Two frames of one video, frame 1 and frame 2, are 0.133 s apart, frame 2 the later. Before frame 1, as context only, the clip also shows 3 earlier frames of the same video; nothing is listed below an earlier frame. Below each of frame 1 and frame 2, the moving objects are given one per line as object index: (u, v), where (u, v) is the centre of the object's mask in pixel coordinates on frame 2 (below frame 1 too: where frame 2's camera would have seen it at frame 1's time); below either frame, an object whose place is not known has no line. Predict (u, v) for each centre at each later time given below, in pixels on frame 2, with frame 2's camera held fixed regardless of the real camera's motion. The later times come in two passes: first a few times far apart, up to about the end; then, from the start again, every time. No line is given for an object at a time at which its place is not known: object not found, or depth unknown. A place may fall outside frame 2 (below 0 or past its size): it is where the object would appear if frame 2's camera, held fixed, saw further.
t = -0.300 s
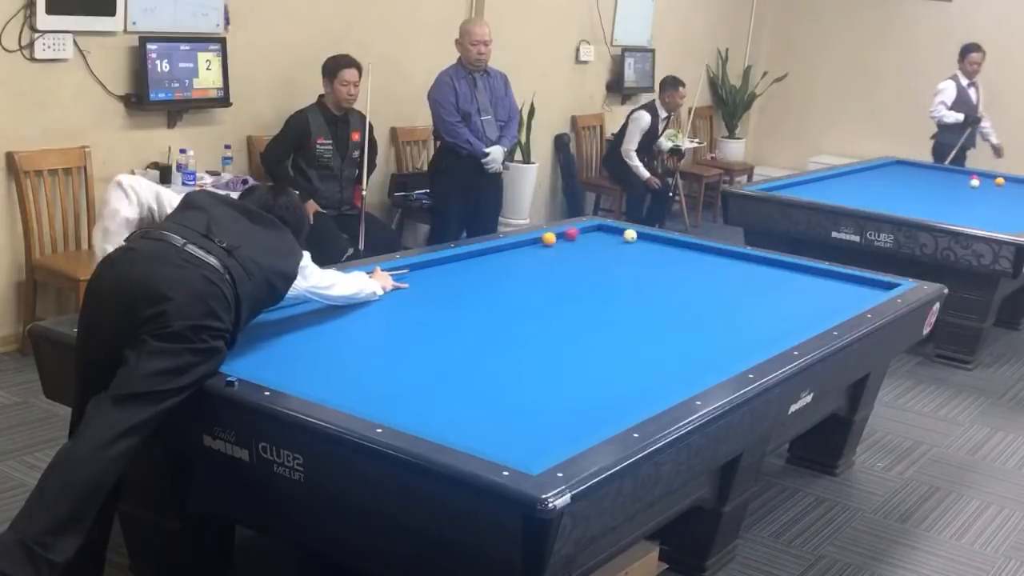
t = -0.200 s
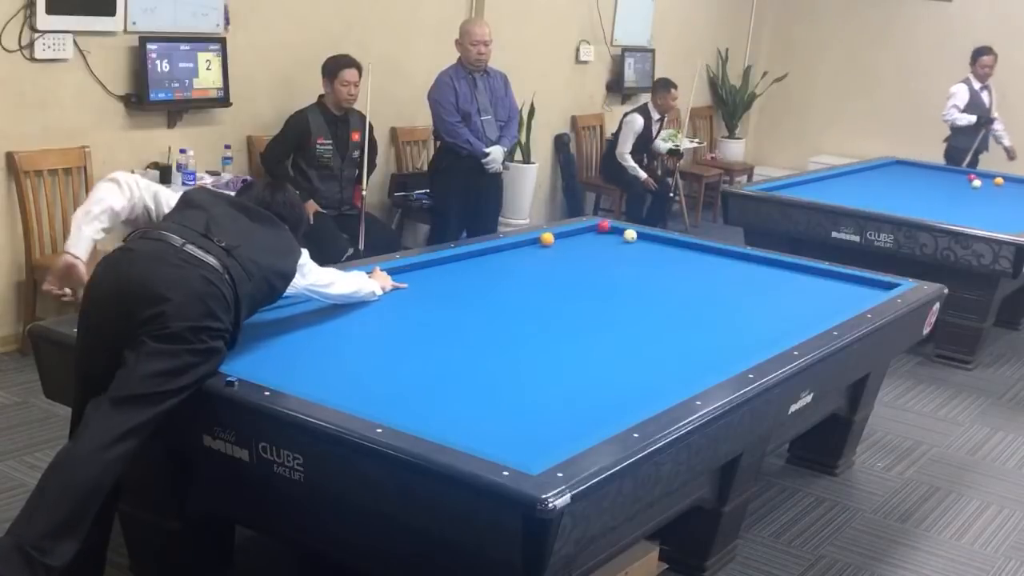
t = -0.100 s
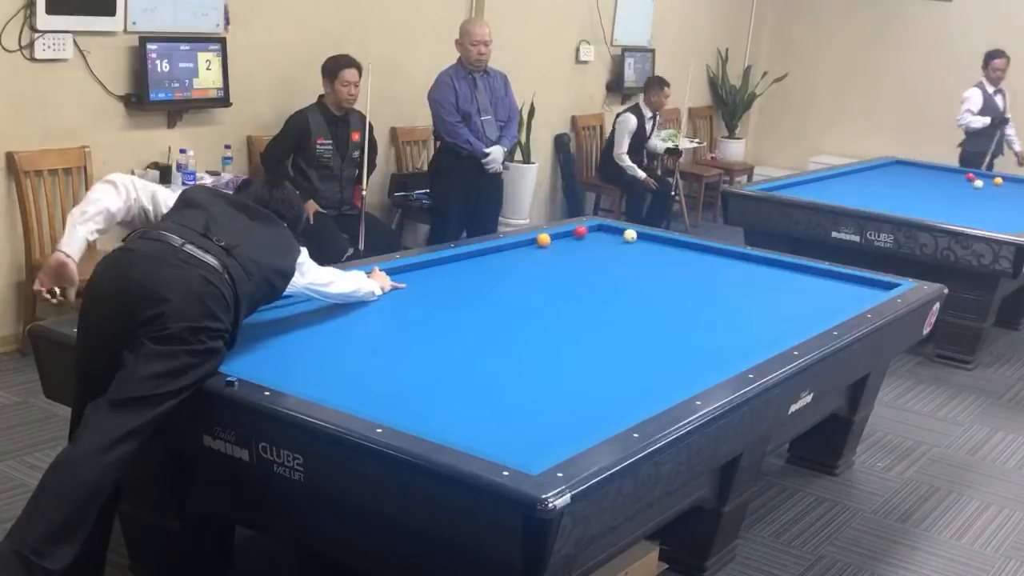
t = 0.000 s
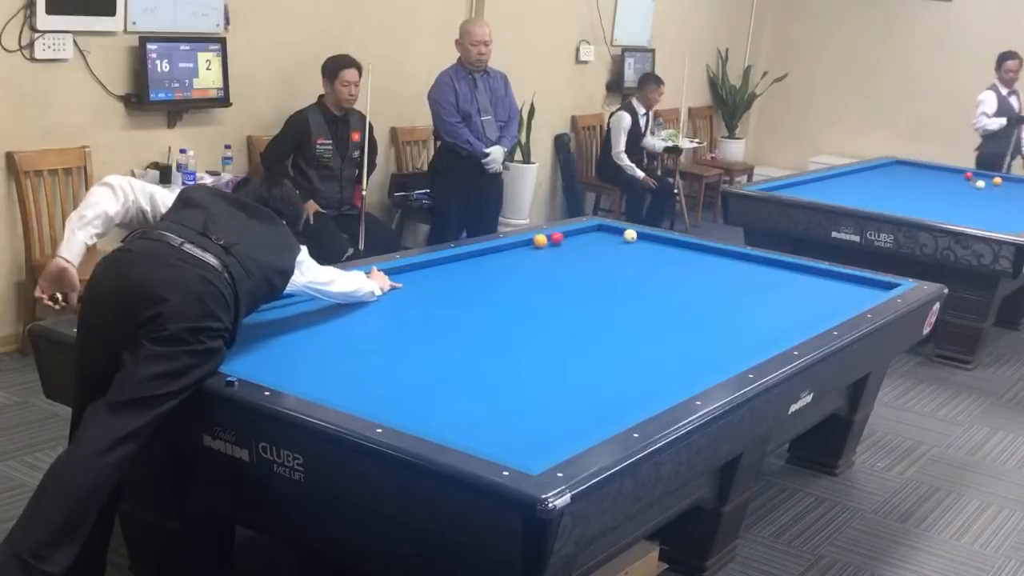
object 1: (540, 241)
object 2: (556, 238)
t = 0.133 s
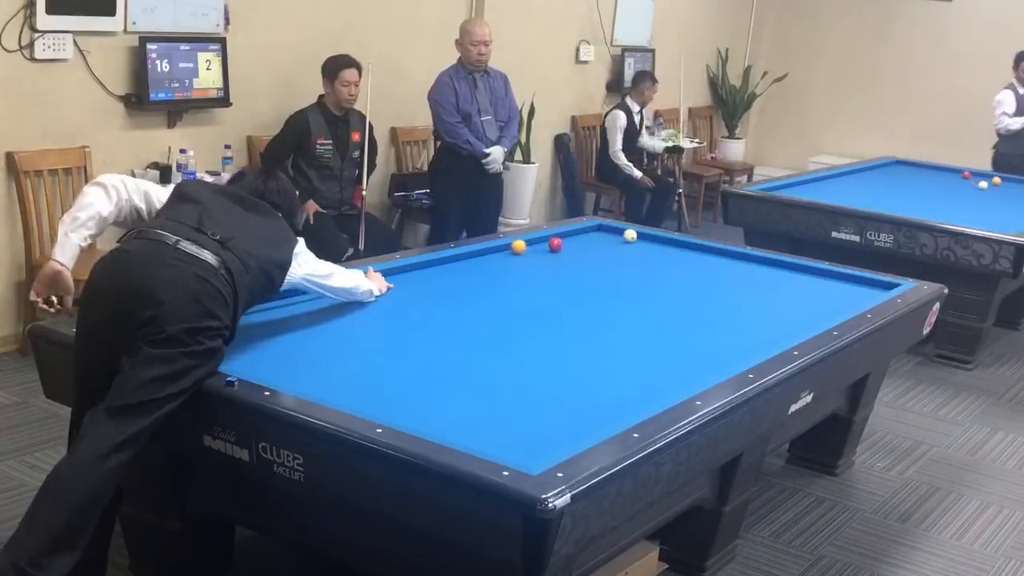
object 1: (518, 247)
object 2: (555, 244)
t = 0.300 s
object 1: (498, 257)
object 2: (561, 250)
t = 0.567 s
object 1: (464, 274)
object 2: (572, 261)
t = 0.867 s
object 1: (420, 297)
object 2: (584, 273)
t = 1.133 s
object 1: (373, 319)
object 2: (596, 285)
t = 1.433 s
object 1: (311, 351)
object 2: (610, 299)
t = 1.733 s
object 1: (304, 374)
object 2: (625, 313)
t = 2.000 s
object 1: (404, 373)
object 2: (639, 327)
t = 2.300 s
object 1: (504, 372)
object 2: (656, 344)
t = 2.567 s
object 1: (589, 372)
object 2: (672, 359)
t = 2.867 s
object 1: (671, 372)
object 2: (694, 376)
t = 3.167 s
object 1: (681, 356)
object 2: (667, 380)
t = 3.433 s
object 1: (688, 343)
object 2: (645, 382)
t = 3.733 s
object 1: (696, 330)
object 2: (620, 384)
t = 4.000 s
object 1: (702, 319)
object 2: (599, 386)
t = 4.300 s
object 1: (708, 308)
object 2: (576, 389)
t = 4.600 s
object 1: (714, 299)
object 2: (553, 391)
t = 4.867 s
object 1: (719, 290)
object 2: (534, 393)
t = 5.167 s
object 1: (723, 282)
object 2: (513, 395)
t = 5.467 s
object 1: (727, 275)
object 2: (493, 397)
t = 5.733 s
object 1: (731, 269)
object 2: (475, 398)
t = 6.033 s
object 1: (734, 262)
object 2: (457, 399)
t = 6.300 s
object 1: (738, 257)
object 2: (441, 401)
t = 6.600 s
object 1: (730, 254)
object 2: (425, 402)
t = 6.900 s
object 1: (712, 254)
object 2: (410, 403)
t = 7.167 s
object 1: (698, 254)
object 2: (397, 404)
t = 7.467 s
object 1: (682, 254)
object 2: (384, 405)
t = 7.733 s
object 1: (668, 254)
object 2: (375, 404)
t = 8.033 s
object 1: (654, 255)
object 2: (365, 403)
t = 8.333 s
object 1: (640, 255)
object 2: (358, 402)
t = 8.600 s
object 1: (628, 255)
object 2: (358, 402)
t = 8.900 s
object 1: (616, 255)
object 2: (358, 401)
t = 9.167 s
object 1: (605, 255)
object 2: (358, 401)
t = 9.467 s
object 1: (594, 255)
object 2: (357, 401)
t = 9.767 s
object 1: (583, 255)
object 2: (357, 401)
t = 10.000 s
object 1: (575, 255)
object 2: (357, 401)
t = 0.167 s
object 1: (514, 249)
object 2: (556, 246)
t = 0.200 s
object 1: (510, 251)
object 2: (557, 247)
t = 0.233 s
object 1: (506, 253)
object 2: (558, 248)
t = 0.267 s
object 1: (502, 255)
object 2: (560, 249)
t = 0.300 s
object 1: (498, 257)
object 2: (561, 250)
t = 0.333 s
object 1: (494, 259)
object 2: (563, 252)
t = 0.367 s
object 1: (490, 261)
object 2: (564, 253)
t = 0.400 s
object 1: (486, 263)
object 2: (565, 255)
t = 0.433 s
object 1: (482, 265)
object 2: (566, 256)
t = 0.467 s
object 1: (477, 267)
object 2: (568, 257)
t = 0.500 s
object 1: (473, 269)
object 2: (569, 258)
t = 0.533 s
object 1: (469, 272)
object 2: (570, 260)
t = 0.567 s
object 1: (464, 274)
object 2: (572, 261)
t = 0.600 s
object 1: (460, 276)
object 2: (573, 262)
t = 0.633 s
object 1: (455, 278)
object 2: (574, 264)
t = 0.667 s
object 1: (450, 281)
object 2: (576, 265)
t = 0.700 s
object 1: (445, 284)
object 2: (577, 266)
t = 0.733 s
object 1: (440, 286)
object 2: (579, 268)
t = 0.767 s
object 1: (435, 289)
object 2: (580, 269)
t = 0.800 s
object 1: (430, 291)
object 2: (581, 271)
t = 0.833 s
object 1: (425, 294)
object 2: (583, 272)
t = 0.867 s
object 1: (420, 297)
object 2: (584, 273)
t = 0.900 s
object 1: (414, 299)
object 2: (586, 275)
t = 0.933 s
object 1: (409, 302)
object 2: (587, 277)
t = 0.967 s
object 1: (403, 305)
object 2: (589, 278)
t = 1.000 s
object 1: (398, 307)
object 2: (590, 279)
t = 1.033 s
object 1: (392, 310)
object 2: (591, 280)
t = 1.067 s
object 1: (386, 313)
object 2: (593, 282)
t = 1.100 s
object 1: (379, 316)
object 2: (594, 283)
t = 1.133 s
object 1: (373, 319)
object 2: (596, 285)
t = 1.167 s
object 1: (367, 323)
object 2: (598, 286)
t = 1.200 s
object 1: (360, 326)
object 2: (599, 288)
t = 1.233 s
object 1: (354, 329)
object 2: (601, 289)
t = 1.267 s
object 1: (347, 333)
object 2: (602, 291)
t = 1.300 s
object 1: (340, 336)
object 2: (604, 292)
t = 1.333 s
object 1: (333, 340)
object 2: (605, 294)
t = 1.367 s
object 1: (326, 343)
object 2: (607, 295)
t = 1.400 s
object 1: (318, 347)
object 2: (609, 297)
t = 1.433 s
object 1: (311, 351)
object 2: (610, 299)
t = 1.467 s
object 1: (303, 355)
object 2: (612, 300)
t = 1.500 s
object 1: (295, 359)
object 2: (614, 302)
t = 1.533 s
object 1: (286, 363)
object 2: (615, 304)
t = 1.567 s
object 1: (278, 367)
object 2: (616, 305)
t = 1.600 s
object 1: (270, 369)
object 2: (618, 307)
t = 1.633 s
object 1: (263, 371)
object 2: (620, 308)
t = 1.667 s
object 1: (274, 373)
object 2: (622, 310)
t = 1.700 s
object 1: (289, 374)
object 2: (623, 312)
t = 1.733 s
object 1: (304, 374)
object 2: (625, 313)
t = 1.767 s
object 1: (318, 374)
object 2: (627, 315)
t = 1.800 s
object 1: (331, 373)
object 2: (628, 317)
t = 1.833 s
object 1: (344, 373)
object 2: (630, 318)
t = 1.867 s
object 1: (356, 373)
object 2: (632, 320)
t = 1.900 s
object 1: (368, 373)
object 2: (634, 322)
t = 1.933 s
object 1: (380, 373)
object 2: (636, 324)
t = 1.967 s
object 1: (392, 373)
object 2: (637, 325)
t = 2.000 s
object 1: (404, 373)
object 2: (639, 327)
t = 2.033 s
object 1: (415, 373)
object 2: (641, 329)
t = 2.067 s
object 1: (426, 373)
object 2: (643, 331)
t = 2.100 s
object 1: (438, 373)
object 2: (645, 333)
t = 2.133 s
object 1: (449, 373)
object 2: (646, 335)
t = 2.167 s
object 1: (461, 373)
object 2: (648, 336)
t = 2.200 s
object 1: (471, 373)
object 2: (650, 338)
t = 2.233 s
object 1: (483, 372)
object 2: (652, 340)
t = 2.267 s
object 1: (494, 372)
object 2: (654, 342)
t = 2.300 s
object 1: (504, 372)
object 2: (656, 344)
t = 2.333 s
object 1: (515, 373)
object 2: (658, 346)
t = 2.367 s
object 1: (526, 372)
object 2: (660, 348)
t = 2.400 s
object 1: (536, 373)
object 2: (662, 349)
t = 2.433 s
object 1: (547, 373)
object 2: (664, 352)
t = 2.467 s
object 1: (558, 373)
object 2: (666, 353)
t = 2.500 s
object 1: (568, 373)
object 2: (668, 355)
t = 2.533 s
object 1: (578, 373)
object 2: (670, 357)
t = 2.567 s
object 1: (589, 372)
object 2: (672, 359)
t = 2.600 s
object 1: (598, 373)
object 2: (674, 362)
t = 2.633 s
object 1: (609, 372)
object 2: (676, 364)
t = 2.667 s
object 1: (619, 372)
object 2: (678, 366)
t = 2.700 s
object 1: (629, 372)
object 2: (680, 368)
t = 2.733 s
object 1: (639, 372)
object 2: (682, 370)
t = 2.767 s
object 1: (649, 373)
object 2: (685, 372)
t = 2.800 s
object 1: (658, 372)
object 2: (686, 374)
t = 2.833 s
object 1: (667, 372)
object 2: (689, 375)
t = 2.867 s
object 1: (671, 372)
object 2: (694, 376)
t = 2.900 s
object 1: (673, 370)
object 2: (688, 377)
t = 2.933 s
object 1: (673, 368)
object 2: (687, 377)
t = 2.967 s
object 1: (674, 365)
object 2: (684, 378)
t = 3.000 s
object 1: (675, 363)
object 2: (681, 379)
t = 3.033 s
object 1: (677, 361)
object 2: (678, 379)
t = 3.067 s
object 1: (678, 360)
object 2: (675, 379)
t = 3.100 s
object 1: (679, 359)
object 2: (672, 379)
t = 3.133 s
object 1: (680, 358)
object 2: (670, 380)
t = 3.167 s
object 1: (681, 356)
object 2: (667, 380)
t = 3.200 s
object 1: (682, 354)
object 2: (664, 380)
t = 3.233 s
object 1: (683, 352)
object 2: (661, 380)
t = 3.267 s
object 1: (684, 351)
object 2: (659, 381)
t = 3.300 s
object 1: (685, 349)
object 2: (656, 381)
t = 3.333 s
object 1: (686, 348)
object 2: (653, 381)
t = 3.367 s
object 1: (687, 346)
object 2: (650, 382)
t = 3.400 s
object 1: (687, 344)
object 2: (647, 382)
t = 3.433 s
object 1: (688, 343)
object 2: (645, 382)
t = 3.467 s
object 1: (689, 341)
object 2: (642, 383)
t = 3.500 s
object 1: (690, 340)
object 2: (639, 383)
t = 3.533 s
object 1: (691, 338)
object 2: (637, 383)
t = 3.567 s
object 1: (692, 337)
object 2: (634, 383)
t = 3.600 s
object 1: (693, 335)
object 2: (631, 384)
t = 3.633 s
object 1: (693, 334)
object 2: (628, 384)
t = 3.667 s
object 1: (694, 332)
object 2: (626, 384)
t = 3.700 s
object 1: (695, 331)
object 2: (623, 384)
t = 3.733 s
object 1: (696, 330)
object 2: (620, 384)
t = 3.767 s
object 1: (697, 328)
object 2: (618, 384)
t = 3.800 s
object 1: (697, 327)
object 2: (615, 385)
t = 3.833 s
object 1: (698, 326)
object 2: (612, 385)
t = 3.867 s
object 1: (699, 324)
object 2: (610, 385)
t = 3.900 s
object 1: (700, 323)
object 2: (607, 386)
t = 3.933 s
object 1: (700, 322)
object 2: (604, 386)
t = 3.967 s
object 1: (701, 320)
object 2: (602, 386)
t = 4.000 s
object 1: (702, 319)
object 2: (599, 386)
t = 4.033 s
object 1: (703, 318)
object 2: (597, 387)
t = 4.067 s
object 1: (703, 317)
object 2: (594, 387)
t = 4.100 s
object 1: (704, 315)
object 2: (592, 387)
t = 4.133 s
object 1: (705, 314)
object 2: (589, 388)
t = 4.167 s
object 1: (706, 313)
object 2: (586, 388)
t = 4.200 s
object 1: (706, 312)
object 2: (584, 388)
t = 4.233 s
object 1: (707, 310)
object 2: (581, 388)
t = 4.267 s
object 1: (707, 309)
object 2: (579, 389)
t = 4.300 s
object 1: (708, 308)
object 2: (576, 389)
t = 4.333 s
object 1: (709, 307)
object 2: (574, 389)
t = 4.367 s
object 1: (709, 306)
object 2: (571, 390)
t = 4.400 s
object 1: (710, 305)
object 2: (569, 390)
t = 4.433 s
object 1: (710, 304)
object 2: (566, 390)
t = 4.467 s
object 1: (711, 303)
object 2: (564, 390)
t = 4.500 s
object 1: (712, 301)
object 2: (561, 390)
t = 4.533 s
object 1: (713, 301)
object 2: (559, 391)
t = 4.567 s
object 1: (713, 299)
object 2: (556, 391)
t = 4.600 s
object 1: (714, 299)
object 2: (553, 391)
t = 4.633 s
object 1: (714, 297)
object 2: (551, 391)
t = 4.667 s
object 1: (715, 296)
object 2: (549, 391)
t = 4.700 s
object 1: (716, 295)
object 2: (546, 392)
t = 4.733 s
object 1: (716, 294)
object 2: (544, 392)
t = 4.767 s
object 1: (717, 293)
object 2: (541, 392)
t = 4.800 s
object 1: (717, 292)
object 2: (539, 392)
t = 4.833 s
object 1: (718, 291)
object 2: (537, 393)
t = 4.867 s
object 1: (719, 290)
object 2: (534, 393)
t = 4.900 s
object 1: (719, 290)
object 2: (532, 393)
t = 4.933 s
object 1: (720, 289)
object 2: (530, 393)
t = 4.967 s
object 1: (720, 288)
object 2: (527, 394)
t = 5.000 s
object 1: (721, 287)
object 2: (525, 394)
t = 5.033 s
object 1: (721, 286)
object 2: (522, 394)
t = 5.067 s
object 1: (721, 285)
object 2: (520, 394)
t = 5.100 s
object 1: (722, 284)
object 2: (518, 395)
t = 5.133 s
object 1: (723, 283)
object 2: (516, 395)
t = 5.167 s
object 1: (723, 282)
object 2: (513, 395)
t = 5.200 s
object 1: (724, 281)
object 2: (511, 395)
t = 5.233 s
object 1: (724, 281)
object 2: (509, 395)
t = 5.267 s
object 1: (724, 280)
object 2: (506, 396)
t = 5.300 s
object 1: (725, 279)
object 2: (504, 396)
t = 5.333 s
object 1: (726, 278)
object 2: (502, 396)
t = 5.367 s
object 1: (726, 277)
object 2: (499, 396)
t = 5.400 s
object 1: (726, 276)
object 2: (497, 396)
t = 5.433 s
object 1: (727, 276)
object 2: (495, 397)
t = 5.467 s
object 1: (727, 275)
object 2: (493, 397)
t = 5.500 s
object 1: (728, 274)
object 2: (491, 397)
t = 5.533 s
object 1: (728, 273)
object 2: (488, 397)
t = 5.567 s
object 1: (729, 272)
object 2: (486, 397)
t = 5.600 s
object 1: (729, 271)
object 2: (484, 397)
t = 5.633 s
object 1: (730, 271)
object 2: (482, 397)
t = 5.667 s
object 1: (730, 270)
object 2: (480, 398)
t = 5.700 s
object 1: (730, 269)
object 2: (477, 398)
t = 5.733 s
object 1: (731, 269)
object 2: (475, 398)
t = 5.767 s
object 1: (731, 268)
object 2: (473, 398)
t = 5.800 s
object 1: (732, 267)
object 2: (471, 398)
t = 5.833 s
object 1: (732, 266)
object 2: (469, 399)
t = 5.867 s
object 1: (733, 266)
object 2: (467, 399)
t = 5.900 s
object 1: (733, 265)
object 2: (465, 399)
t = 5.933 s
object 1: (733, 264)
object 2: (463, 399)
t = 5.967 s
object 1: (734, 263)
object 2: (461, 399)
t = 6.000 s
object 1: (734, 263)
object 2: (459, 399)
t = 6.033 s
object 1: (734, 262)
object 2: (457, 399)
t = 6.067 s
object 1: (735, 261)
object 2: (455, 400)
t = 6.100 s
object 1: (735, 261)
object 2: (453, 400)
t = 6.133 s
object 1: (736, 260)
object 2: (451, 400)
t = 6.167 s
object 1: (736, 259)
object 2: (449, 400)
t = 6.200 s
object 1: (737, 259)
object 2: (447, 400)
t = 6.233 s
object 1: (737, 258)
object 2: (445, 400)
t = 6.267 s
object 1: (737, 258)
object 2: (443, 400)
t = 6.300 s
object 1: (738, 257)
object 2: (441, 401)
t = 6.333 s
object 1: (738, 256)
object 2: (439, 401)
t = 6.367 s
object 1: (738, 256)
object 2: (437, 401)
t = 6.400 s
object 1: (739, 255)
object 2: (436, 401)
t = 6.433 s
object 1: (739, 255)
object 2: (434, 401)
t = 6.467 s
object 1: (738, 254)
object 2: (432, 402)
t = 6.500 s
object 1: (735, 254)
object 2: (430, 402)
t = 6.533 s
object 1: (733, 254)
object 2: (428, 402)
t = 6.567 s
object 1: (732, 254)
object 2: (427, 402)
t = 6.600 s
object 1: (730, 254)
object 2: (425, 402)
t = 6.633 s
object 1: (728, 254)
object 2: (423, 402)
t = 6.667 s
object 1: (726, 254)
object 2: (421, 403)
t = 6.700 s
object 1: (724, 254)
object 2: (420, 403)
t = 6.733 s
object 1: (722, 254)
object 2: (418, 403)
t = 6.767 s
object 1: (720, 254)
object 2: (416, 403)
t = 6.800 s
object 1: (718, 254)
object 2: (414, 403)
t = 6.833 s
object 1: (716, 254)
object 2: (413, 403)
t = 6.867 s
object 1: (714, 254)
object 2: (411, 404)
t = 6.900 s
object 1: (712, 254)
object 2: (410, 403)
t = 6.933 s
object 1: (711, 254)
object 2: (408, 404)
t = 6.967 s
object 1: (709, 254)
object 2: (406, 404)
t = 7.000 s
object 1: (707, 254)
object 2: (405, 404)
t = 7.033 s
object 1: (705, 254)
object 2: (403, 404)
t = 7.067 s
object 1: (703, 254)
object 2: (401, 404)
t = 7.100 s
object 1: (702, 254)
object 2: (400, 404)
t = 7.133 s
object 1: (700, 254)
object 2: (398, 404)
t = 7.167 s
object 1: (698, 254)
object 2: (397, 404)
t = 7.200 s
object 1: (696, 254)
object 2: (395, 404)
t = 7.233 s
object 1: (695, 254)
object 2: (394, 405)
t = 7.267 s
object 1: (693, 254)
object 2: (393, 405)
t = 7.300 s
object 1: (691, 254)
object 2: (391, 405)
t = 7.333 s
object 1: (689, 254)
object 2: (390, 405)
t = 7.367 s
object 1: (687, 254)
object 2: (389, 405)
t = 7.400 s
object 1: (686, 254)
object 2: (387, 405)
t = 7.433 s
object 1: (684, 254)
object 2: (386, 405)
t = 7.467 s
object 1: (682, 254)
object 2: (384, 405)
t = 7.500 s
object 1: (680, 254)
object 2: (383, 405)
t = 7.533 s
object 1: (679, 254)
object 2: (382, 405)
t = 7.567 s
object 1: (677, 254)
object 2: (381, 405)
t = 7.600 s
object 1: (675, 254)
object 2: (379, 405)
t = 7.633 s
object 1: (673, 254)
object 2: (378, 405)
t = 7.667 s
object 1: (672, 254)
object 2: (377, 404)
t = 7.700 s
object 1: (670, 254)
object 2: (376, 404)
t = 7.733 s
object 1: (668, 254)
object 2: (375, 404)
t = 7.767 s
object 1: (667, 254)
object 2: (374, 404)
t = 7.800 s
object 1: (665, 254)
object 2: (372, 404)
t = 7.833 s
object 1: (664, 254)
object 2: (371, 404)
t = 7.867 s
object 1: (662, 254)
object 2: (370, 404)
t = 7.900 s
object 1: (660, 254)
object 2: (369, 404)
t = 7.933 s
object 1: (658, 255)
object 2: (368, 404)
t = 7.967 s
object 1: (657, 254)
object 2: (367, 404)
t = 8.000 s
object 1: (655, 254)
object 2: (366, 404)
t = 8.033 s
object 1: (654, 255)
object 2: (365, 403)
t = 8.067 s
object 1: (652, 255)
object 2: (364, 403)
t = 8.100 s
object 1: (651, 255)
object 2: (363, 403)
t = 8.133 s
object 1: (649, 255)
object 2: (362, 403)
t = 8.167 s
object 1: (648, 255)
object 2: (361, 403)
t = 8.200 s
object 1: (646, 255)
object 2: (360, 403)
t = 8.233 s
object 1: (644, 255)
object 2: (359, 403)
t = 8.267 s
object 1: (643, 255)
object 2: (359, 402)
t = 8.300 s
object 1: (641, 255)
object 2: (358, 403)
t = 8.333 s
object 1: (640, 255)
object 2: (358, 402)
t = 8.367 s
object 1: (638, 255)
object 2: (358, 402)
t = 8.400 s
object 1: (637, 255)
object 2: (358, 402)
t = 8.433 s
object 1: (635, 255)
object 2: (358, 402)
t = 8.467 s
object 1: (634, 255)
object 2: (358, 402)
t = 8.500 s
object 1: (632, 255)
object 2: (358, 402)
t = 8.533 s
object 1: (631, 255)
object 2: (358, 402)
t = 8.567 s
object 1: (629, 255)
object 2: (358, 402)
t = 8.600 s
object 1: (628, 255)
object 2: (358, 402)
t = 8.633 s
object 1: (627, 255)
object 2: (358, 402)
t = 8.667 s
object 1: (625, 255)
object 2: (358, 402)
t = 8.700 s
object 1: (624, 255)
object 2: (358, 401)
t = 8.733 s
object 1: (622, 255)
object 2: (358, 401)
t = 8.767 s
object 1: (621, 255)
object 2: (358, 401)
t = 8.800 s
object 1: (620, 255)
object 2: (358, 401)
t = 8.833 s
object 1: (618, 255)
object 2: (358, 401)
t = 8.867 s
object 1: (617, 255)
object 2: (358, 401)
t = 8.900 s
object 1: (616, 255)
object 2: (358, 401)
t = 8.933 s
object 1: (614, 255)
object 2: (358, 401)
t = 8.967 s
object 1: (613, 255)
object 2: (358, 401)
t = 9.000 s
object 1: (611, 255)
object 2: (358, 401)
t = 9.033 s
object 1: (610, 255)
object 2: (358, 401)
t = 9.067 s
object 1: (609, 255)
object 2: (358, 401)
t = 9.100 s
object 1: (607, 255)
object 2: (358, 401)
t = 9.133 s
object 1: (606, 255)
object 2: (358, 401)
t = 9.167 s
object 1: (605, 255)
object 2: (358, 401)
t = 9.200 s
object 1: (603, 255)
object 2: (358, 401)
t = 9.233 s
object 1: (602, 255)
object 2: (358, 401)
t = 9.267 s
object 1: (601, 255)
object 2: (358, 401)
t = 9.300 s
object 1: (600, 255)
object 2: (358, 401)
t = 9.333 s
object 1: (599, 255)
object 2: (358, 401)
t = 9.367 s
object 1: (597, 255)
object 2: (357, 401)
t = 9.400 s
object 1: (596, 255)
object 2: (358, 401)
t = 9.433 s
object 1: (595, 255)
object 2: (357, 401)
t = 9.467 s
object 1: (594, 255)
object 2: (357, 401)
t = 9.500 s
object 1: (592, 255)
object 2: (357, 401)
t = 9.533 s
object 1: (591, 255)
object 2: (357, 401)
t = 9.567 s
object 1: (590, 255)
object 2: (357, 401)
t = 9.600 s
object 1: (589, 255)
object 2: (357, 401)
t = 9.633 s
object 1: (588, 255)
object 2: (357, 401)
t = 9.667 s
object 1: (586, 255)
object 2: (357, 401)
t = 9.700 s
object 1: (585, 255)
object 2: (357, 401)
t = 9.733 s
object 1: (584, 255)
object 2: (357, 401)
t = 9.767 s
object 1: (583, 255)
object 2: (357, 401)
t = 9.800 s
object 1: (582, 255)
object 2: (357, 401)
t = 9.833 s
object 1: (581, 255)
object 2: (357, 401)
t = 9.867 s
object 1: (580, 255)
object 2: (357, 401)
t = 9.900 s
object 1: (578, 255)
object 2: (357, 401)
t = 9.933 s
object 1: (577, 255)
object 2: (357, 401)
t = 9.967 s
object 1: (577, 255)
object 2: (357, 401)
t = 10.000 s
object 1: (575, 255)
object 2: (357, 401)
